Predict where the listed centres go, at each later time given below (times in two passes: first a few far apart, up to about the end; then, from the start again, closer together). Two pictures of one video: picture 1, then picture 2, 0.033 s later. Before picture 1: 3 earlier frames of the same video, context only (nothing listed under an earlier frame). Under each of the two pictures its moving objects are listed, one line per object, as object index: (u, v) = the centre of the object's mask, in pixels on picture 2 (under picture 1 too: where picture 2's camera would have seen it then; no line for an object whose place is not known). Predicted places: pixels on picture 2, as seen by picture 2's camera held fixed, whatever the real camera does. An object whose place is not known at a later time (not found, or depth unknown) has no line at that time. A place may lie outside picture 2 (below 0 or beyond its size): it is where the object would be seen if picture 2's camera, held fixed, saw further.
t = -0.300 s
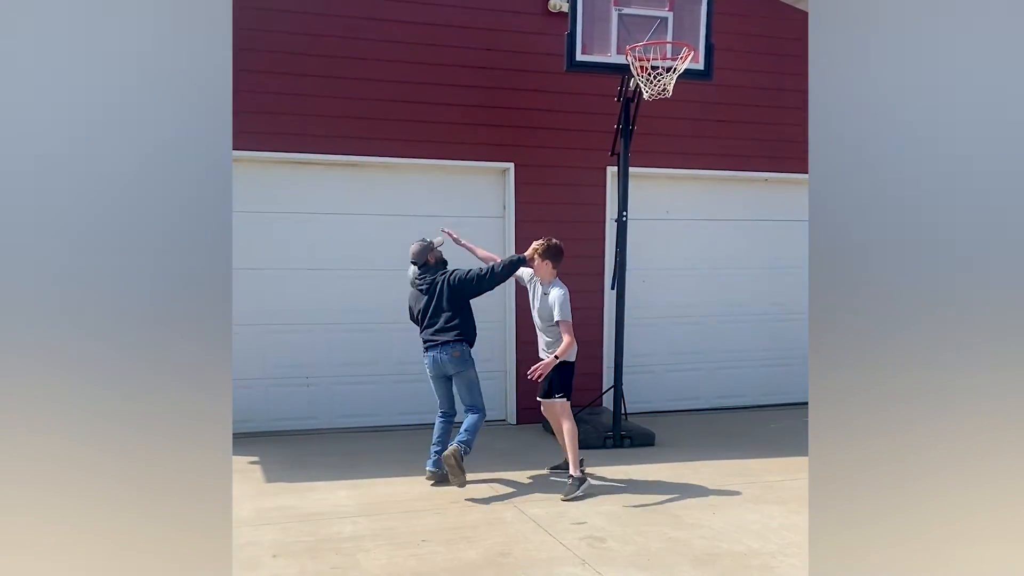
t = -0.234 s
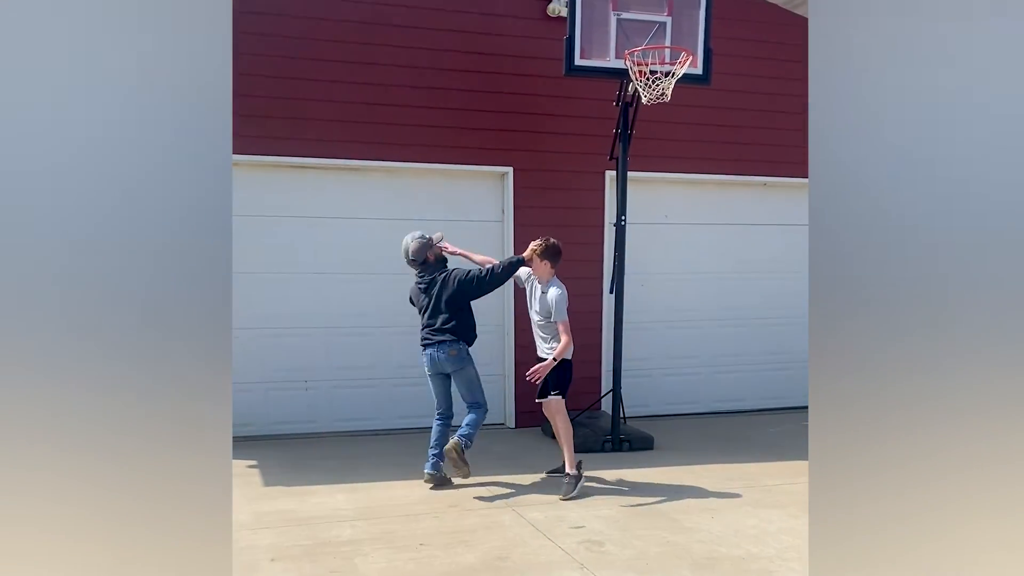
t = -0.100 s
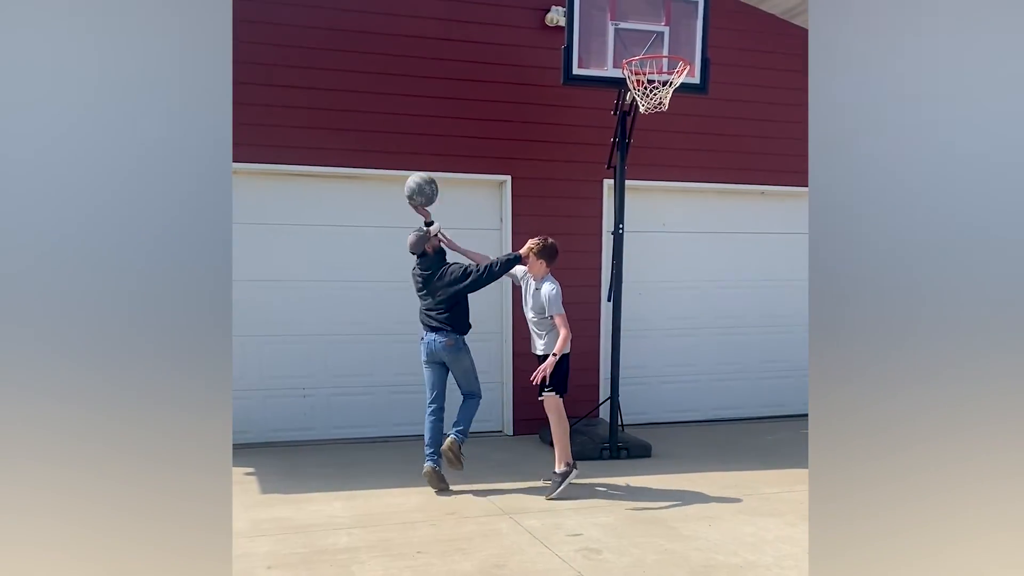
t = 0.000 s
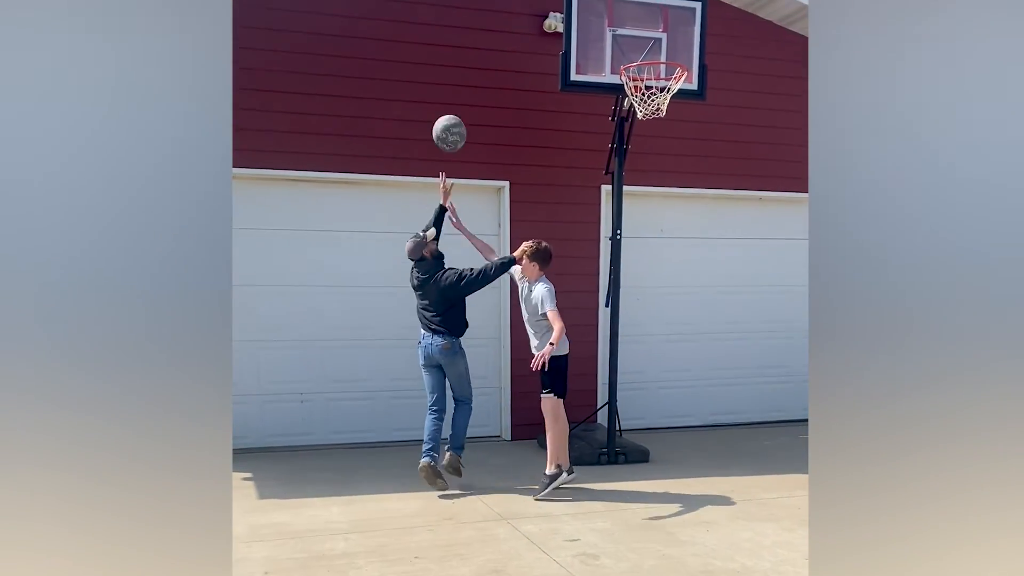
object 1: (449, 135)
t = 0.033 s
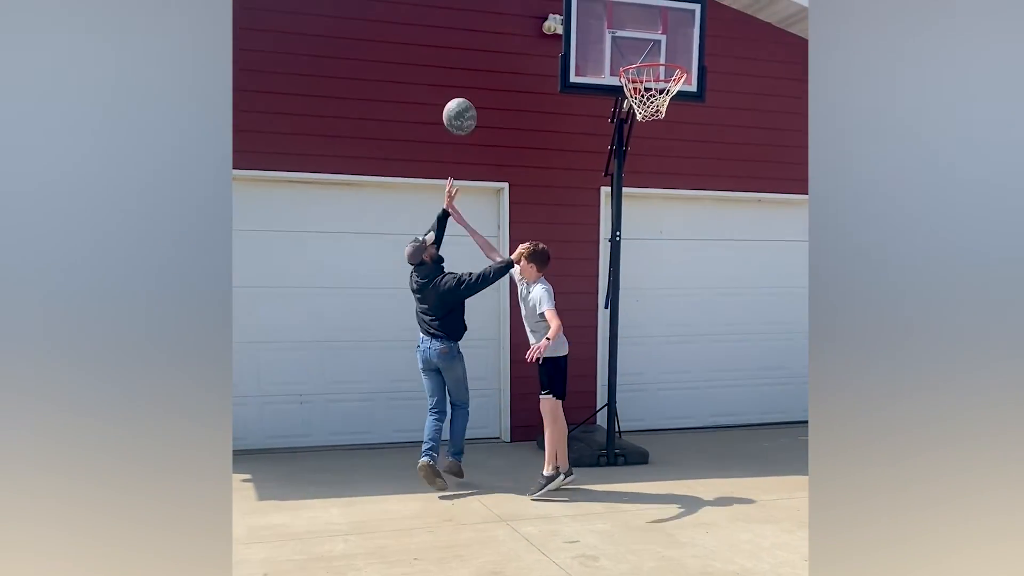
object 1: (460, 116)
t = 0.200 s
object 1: (516, 50)
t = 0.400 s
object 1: (582, 20)
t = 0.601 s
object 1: (647, 46)
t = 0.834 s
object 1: (690, 63)
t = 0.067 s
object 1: (471, 100)
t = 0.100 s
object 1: (482, 85)
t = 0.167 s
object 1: (504, 60)
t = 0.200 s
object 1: (516, 50)
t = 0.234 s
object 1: (527, 41)
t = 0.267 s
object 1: (538, 33)
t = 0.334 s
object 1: (560, 24)
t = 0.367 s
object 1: (571, 22)
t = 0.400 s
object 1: (582, 20)
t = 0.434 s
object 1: (594, 22)
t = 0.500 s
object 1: (616, 29)
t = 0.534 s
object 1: (627, 35)
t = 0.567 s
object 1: (638, 44)
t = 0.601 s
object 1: (647, 46)
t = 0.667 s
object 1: (658, 42)
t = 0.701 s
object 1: (664, 43)
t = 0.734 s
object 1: (670, 45)
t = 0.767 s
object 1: (676, 49)
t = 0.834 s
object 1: (690, 63)
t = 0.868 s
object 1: (696, 73)
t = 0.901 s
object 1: (703, 84)
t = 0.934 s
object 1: (709, 97)
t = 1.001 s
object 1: (720, 129)
